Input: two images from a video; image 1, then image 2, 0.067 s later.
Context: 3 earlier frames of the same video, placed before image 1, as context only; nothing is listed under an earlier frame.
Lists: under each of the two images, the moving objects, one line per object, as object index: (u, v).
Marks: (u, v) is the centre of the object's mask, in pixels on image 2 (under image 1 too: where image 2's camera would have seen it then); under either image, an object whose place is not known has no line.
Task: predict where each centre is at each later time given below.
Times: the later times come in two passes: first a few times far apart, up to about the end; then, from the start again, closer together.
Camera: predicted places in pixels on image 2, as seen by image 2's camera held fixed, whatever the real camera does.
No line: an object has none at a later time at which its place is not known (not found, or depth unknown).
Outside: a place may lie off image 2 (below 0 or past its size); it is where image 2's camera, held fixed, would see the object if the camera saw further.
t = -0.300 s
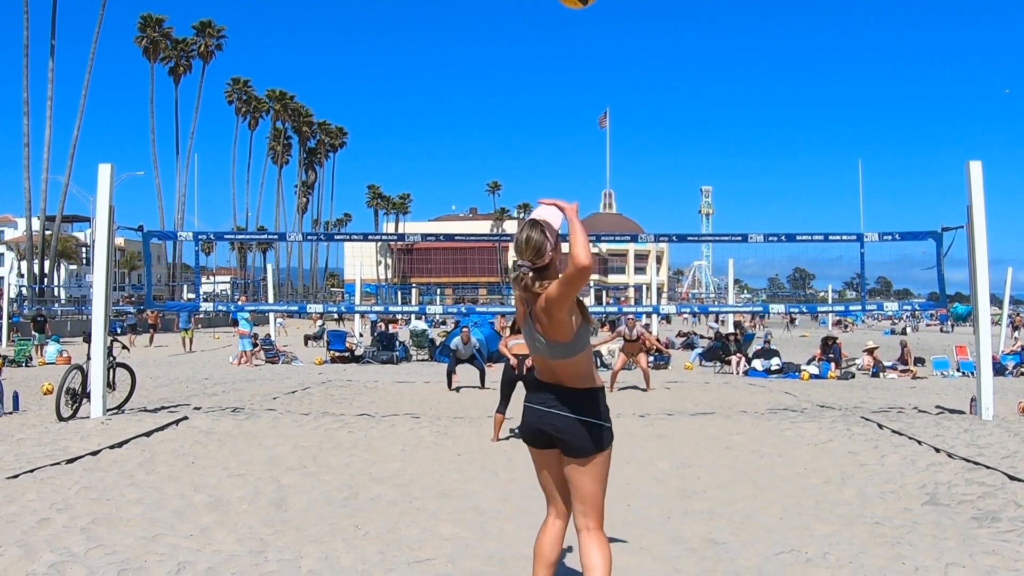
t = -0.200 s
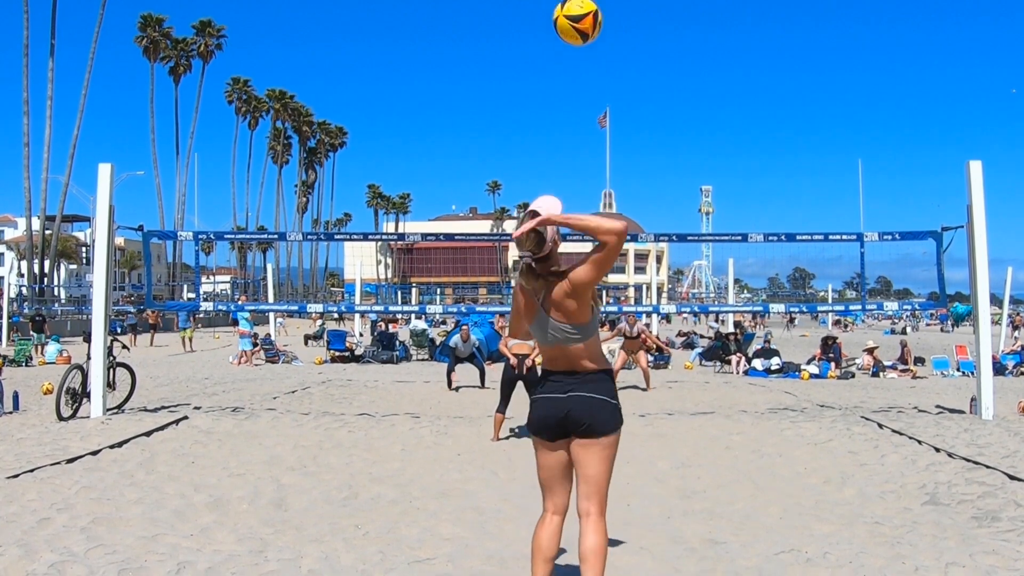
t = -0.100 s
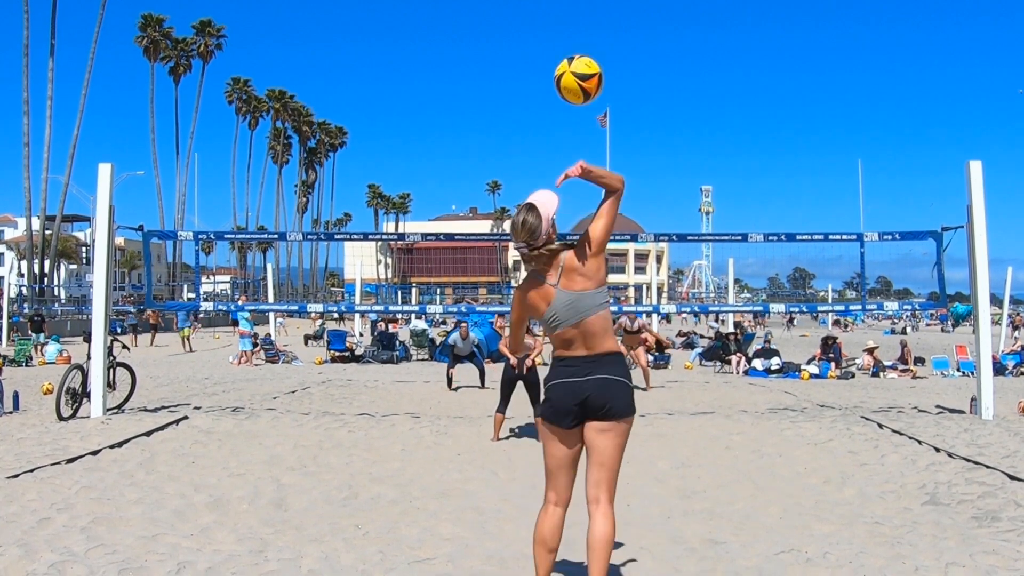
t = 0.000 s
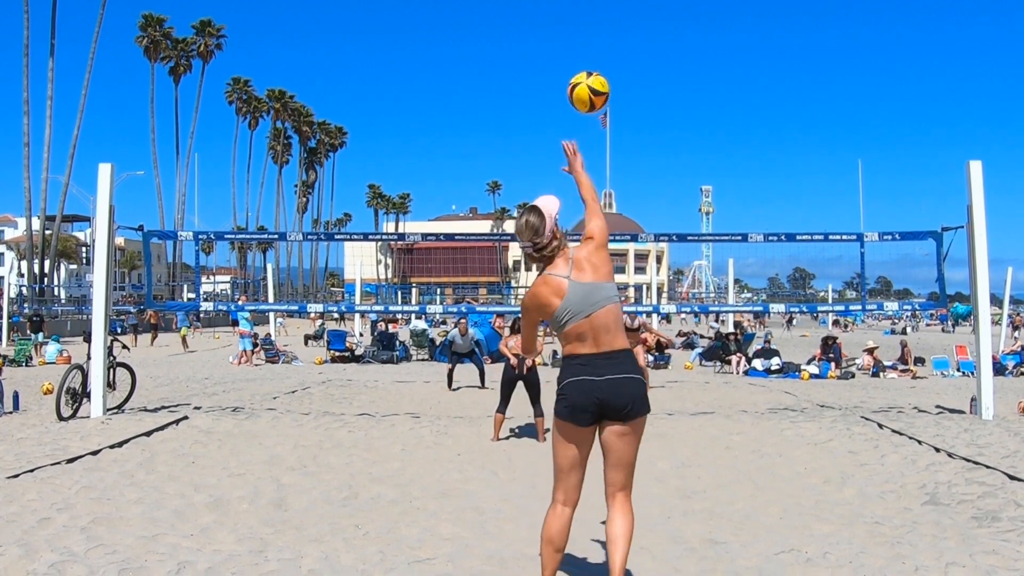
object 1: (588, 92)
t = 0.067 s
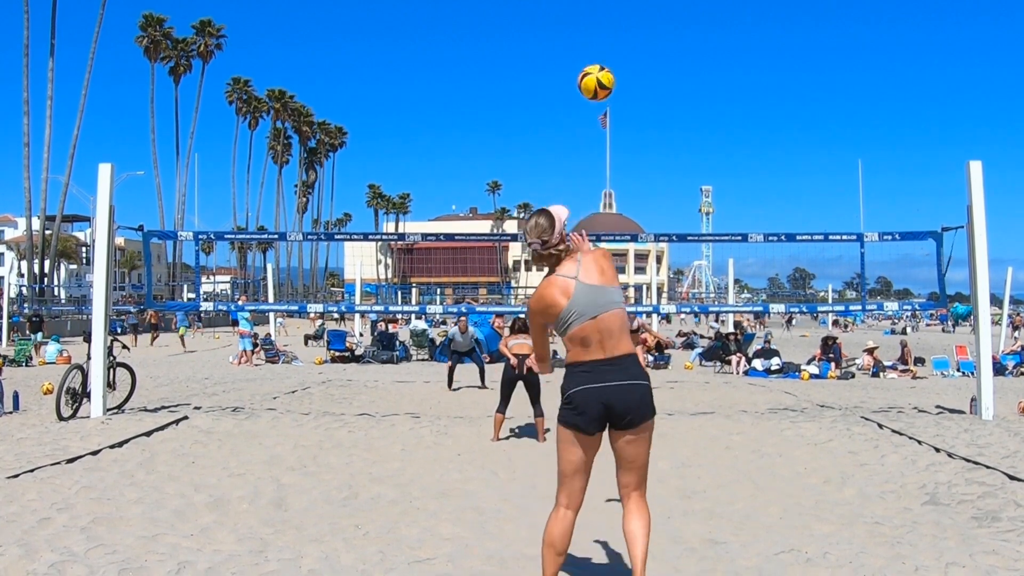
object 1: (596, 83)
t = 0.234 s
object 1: (608, 90)
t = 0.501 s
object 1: (618, 147)
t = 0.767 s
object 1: (620, 229)
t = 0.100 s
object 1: (599, 81)
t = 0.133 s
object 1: (602, 82)
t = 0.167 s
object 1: (604, 83)
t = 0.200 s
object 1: (606, 86)
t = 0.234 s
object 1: (608, 90)
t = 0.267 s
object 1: (610, 95)
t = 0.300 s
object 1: (611, 100)
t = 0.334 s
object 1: (612, 106)
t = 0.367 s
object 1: (613, 114)
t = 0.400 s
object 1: (614, 121)
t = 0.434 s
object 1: (616, 129)
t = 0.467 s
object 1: (617, 138)
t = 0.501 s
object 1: (618, 147)
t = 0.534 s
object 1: (618, 157)
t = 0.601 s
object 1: (619, 176)
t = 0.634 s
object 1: (620, 187)
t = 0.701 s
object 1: (620, 208)
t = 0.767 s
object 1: (620, 229)
